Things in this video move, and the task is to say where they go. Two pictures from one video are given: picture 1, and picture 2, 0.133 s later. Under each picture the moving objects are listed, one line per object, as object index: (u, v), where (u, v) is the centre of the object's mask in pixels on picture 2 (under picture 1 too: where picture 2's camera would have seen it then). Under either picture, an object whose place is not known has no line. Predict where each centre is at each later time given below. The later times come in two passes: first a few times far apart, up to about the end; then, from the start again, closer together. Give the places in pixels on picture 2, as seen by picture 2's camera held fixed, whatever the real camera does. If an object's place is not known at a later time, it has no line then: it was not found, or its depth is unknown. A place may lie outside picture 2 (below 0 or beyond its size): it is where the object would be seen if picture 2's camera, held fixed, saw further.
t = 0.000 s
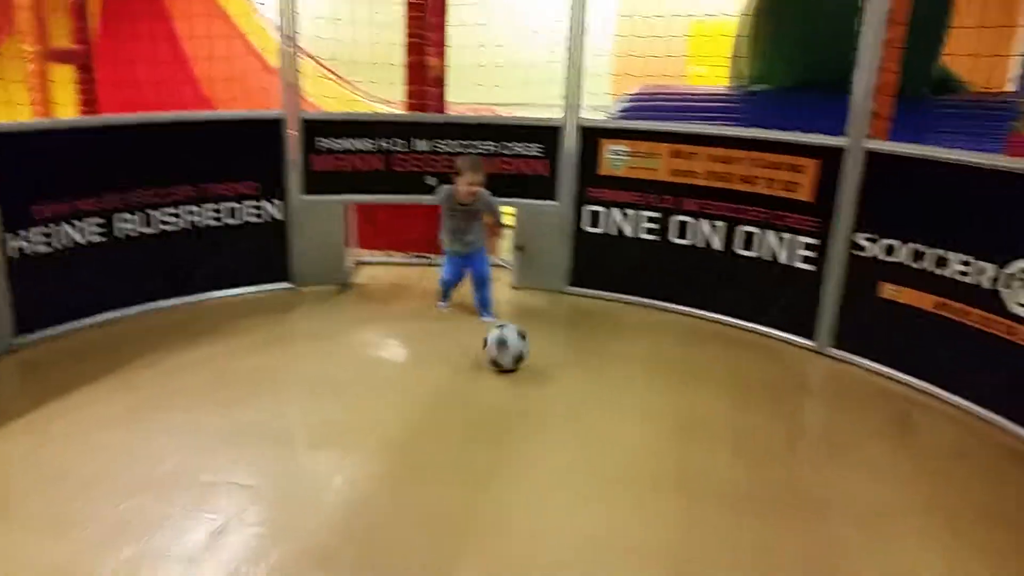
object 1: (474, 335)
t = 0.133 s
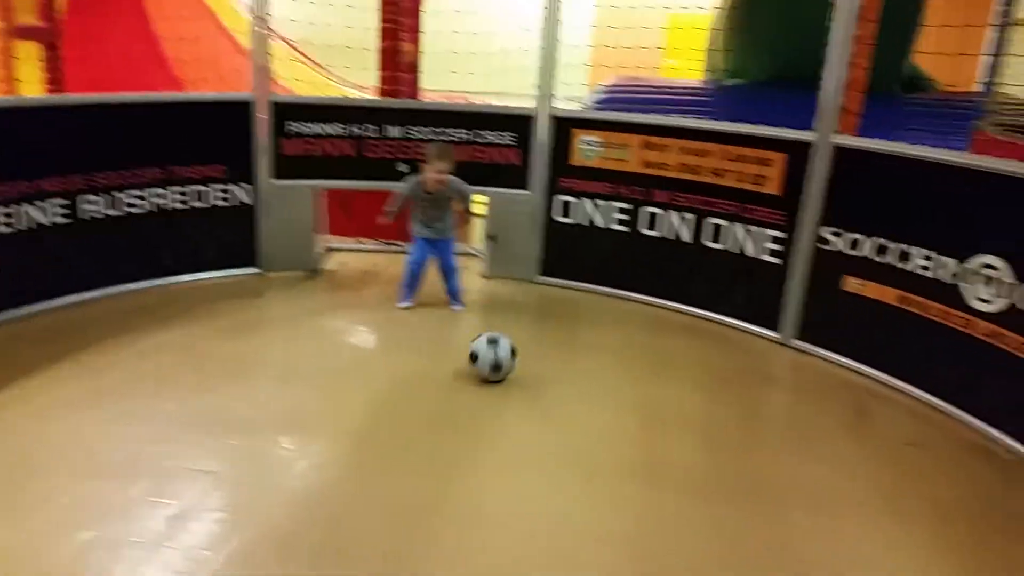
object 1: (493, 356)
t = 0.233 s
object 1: (509, 376)
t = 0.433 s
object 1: (543, 415)
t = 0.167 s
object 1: (498, 363)
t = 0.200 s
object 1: (502, 368)
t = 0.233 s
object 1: (509, 376)
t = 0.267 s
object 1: (515, 382)
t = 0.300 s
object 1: (520, 388)
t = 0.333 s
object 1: (526, 394)
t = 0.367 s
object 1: (533, 400)
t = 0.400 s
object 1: (537, 407)
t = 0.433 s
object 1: (543, 415)
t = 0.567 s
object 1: (571, 447)
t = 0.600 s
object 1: (579, 457)
